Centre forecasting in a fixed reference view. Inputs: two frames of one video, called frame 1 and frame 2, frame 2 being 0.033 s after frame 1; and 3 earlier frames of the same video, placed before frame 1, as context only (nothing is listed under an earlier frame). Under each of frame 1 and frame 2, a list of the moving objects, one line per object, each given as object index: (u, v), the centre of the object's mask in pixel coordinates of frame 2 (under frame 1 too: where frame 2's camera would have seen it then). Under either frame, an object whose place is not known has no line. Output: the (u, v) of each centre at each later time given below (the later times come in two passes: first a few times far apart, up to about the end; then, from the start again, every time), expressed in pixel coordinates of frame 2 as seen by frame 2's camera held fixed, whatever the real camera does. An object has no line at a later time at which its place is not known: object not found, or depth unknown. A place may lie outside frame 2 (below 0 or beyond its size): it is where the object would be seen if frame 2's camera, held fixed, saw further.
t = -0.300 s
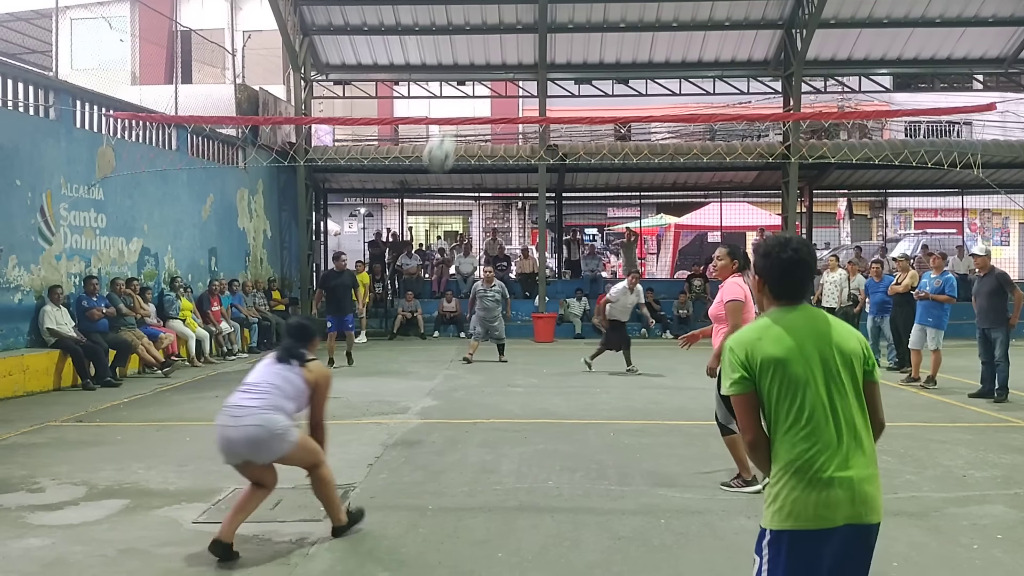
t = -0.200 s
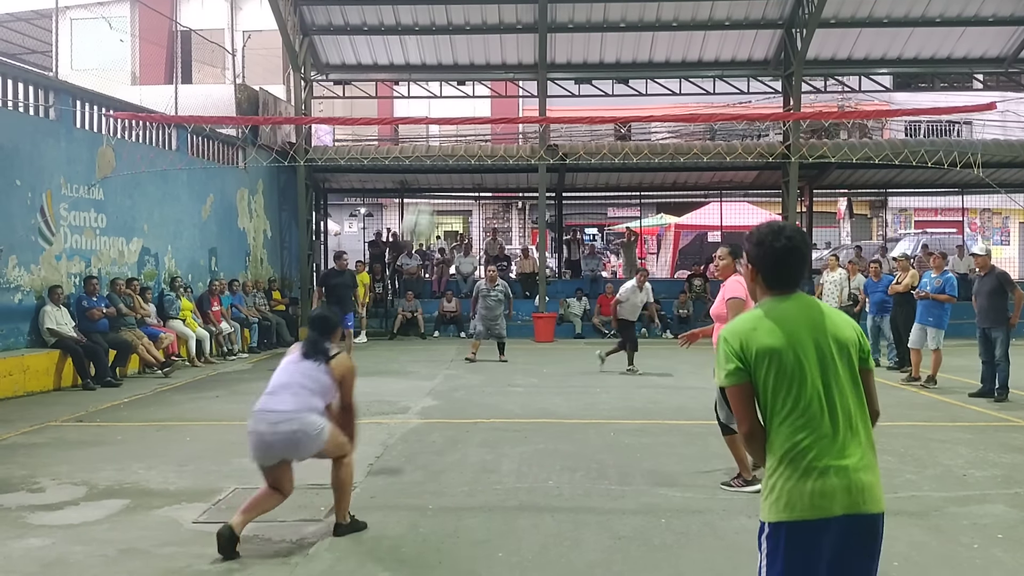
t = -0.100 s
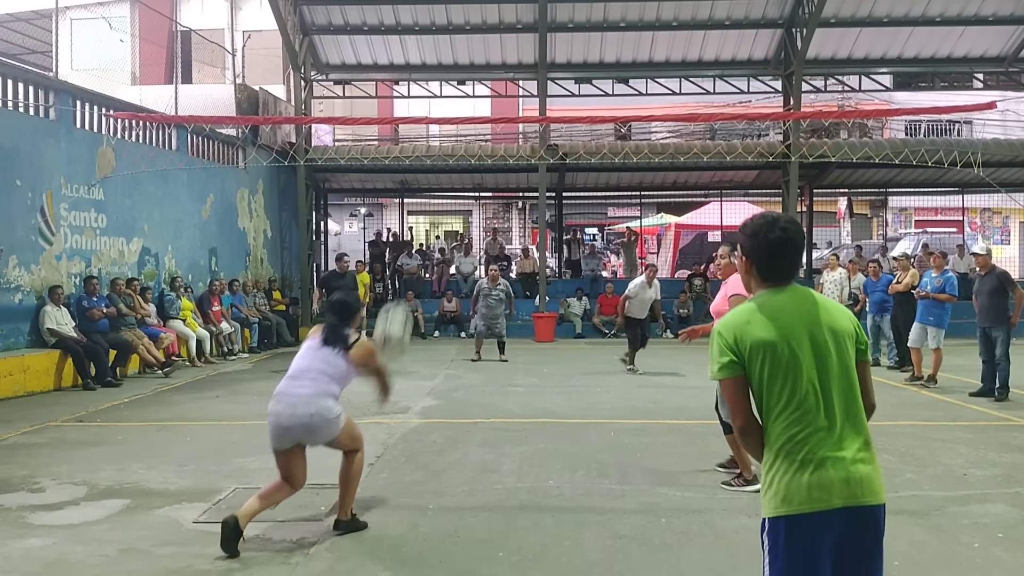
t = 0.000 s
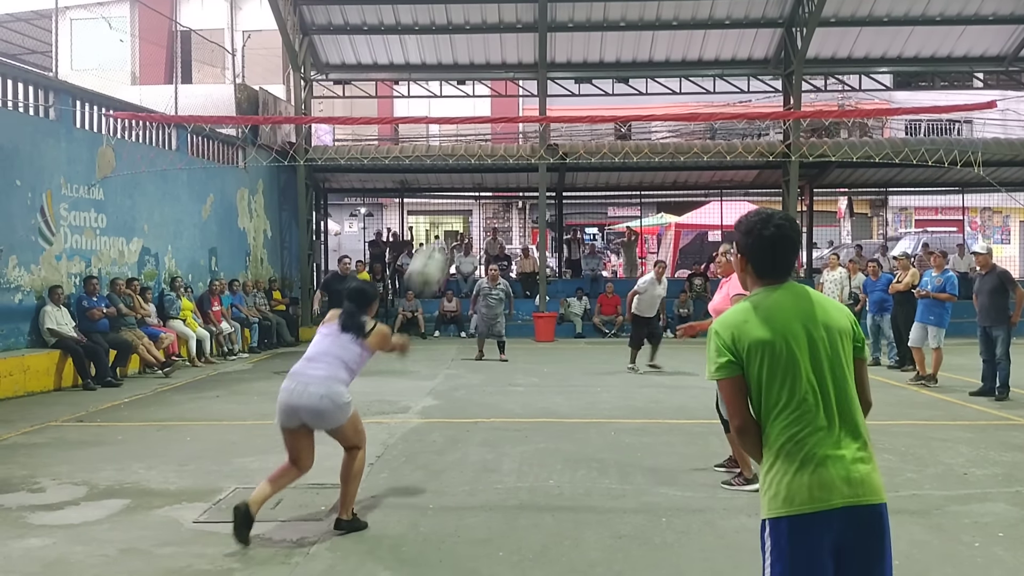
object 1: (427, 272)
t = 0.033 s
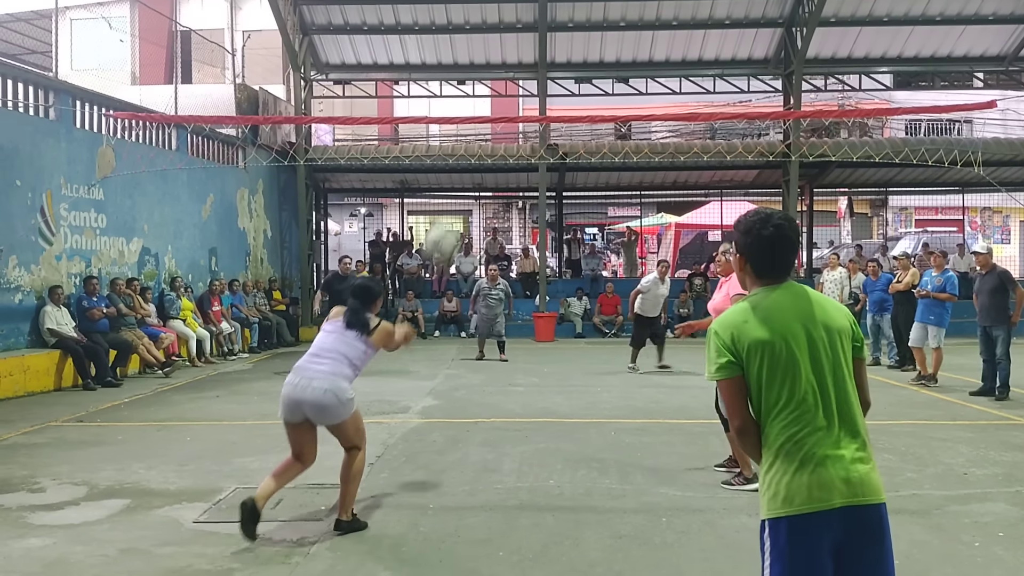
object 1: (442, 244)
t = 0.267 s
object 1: (537, 105)
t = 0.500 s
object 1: (619, 62)
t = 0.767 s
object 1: (702, 105)
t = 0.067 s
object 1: (457, 212)
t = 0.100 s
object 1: (472, 188)
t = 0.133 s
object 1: (484, 171)
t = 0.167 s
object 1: (497, 152)
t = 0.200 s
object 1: (511, 134)
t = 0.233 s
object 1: (524, 120)
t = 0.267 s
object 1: (537, 105)
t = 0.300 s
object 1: (550, 93)
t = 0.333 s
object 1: (562, 83)
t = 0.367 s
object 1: (574, 75)
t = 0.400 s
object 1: (586, 70)
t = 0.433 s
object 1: (597, 66)
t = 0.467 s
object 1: (607, 63)
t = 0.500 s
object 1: (619, 62)
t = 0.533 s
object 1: (630, 62)
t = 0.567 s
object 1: (641, 63)
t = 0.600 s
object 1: (651, 66)
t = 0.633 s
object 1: (662, 71)
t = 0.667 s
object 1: (672, 77)
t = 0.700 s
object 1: (682, 84)
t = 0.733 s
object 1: (692, 93)
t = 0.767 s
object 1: (702, 105)
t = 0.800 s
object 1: (712, 116)
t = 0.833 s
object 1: (721, 128)
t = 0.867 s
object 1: (730, 142)
